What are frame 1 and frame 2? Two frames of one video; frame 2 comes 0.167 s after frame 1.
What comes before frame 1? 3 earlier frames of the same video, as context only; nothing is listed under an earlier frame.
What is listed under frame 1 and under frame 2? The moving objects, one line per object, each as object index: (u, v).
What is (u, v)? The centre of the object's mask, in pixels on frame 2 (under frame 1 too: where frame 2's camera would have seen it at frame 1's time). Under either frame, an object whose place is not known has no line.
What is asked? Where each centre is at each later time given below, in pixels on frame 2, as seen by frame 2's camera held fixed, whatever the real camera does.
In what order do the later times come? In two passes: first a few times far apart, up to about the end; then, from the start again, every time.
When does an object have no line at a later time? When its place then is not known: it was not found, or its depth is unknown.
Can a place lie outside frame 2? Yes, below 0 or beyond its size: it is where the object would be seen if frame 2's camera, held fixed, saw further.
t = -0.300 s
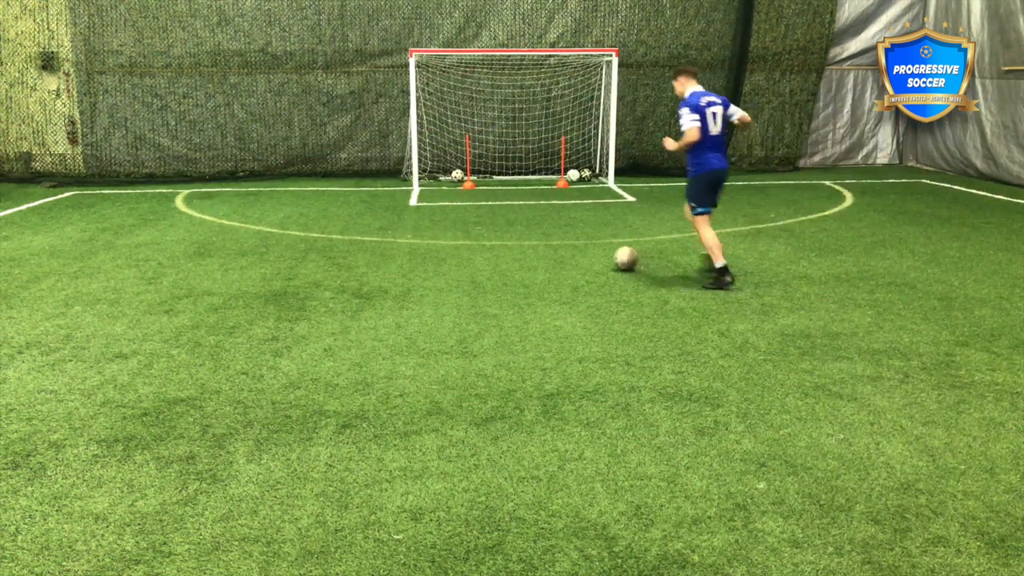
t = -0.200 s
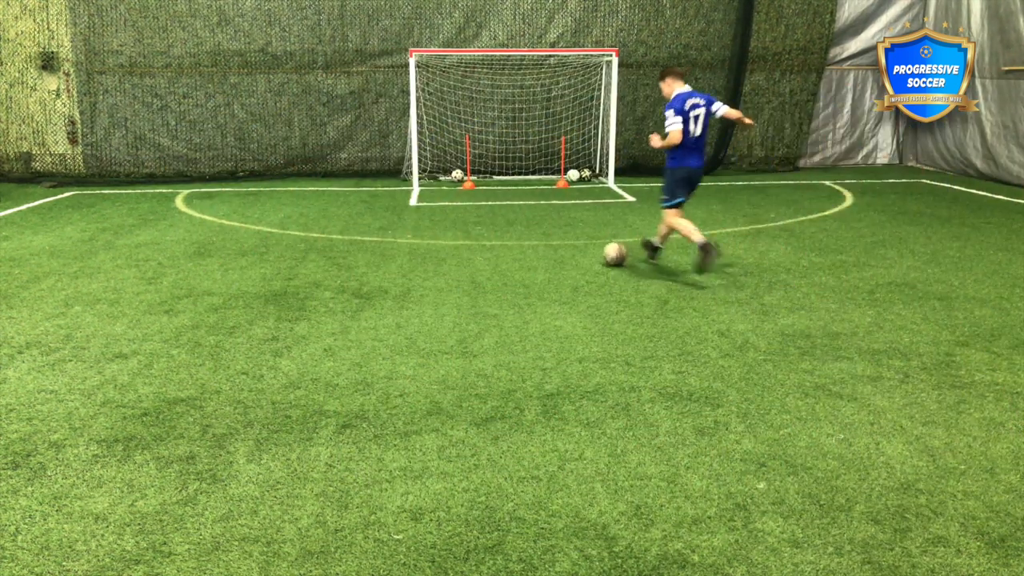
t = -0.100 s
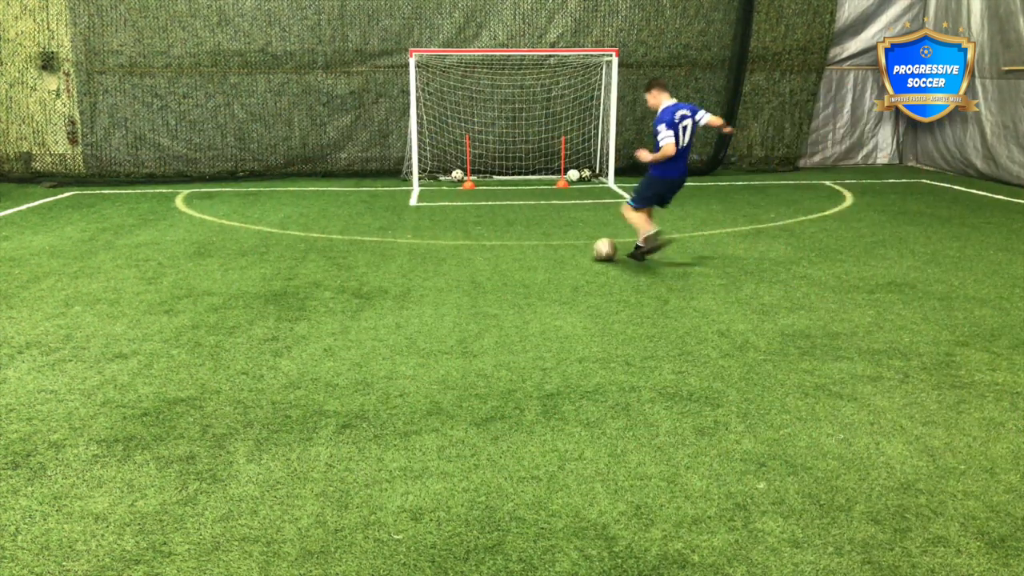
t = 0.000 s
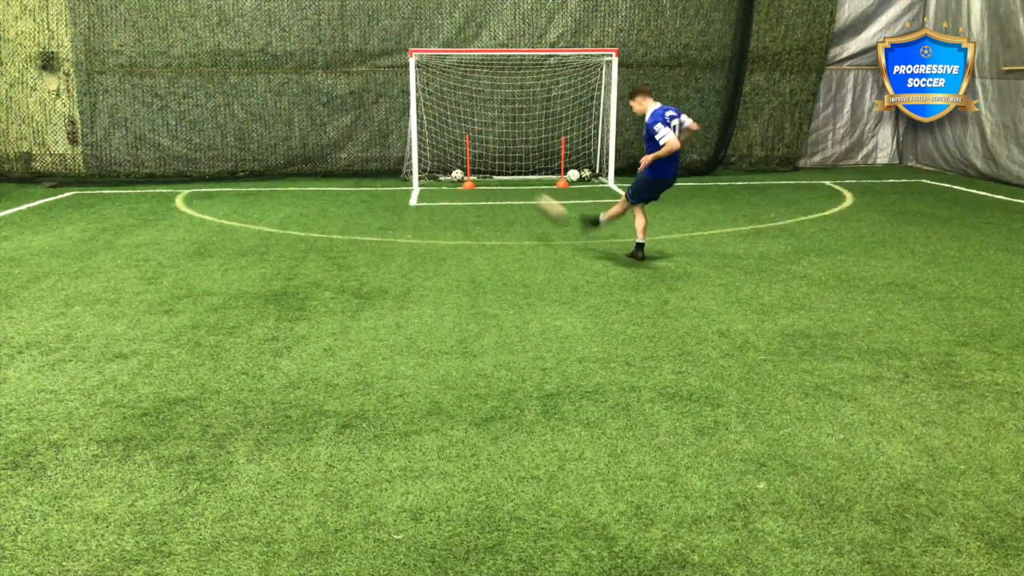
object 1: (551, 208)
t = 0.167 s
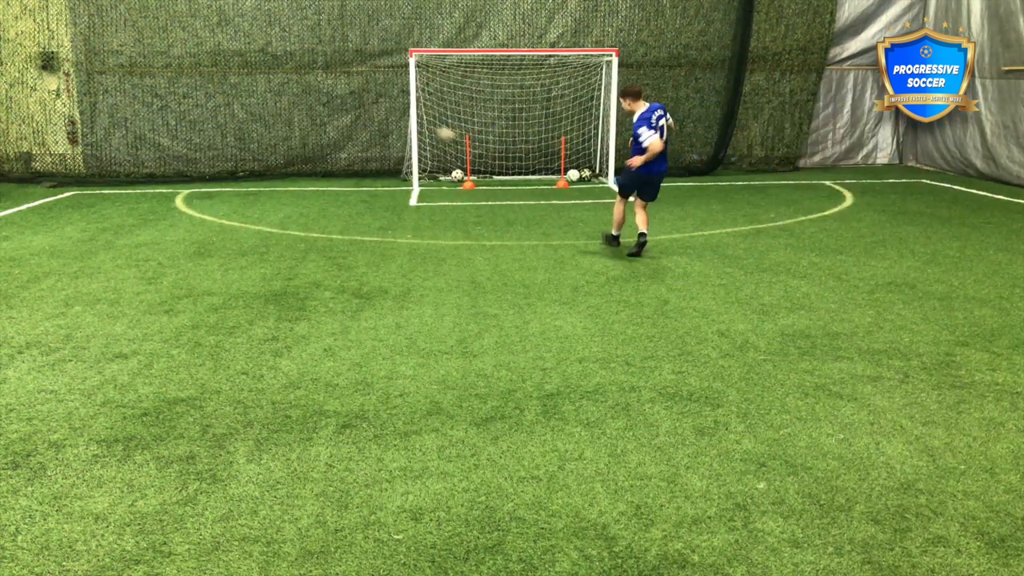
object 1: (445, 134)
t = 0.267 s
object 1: (403, 115)
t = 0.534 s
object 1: (234, 135)
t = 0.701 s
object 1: (68, 189)
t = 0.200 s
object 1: (430, 125)
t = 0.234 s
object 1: (417, 121)
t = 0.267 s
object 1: (403, 115)
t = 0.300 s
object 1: (387, 114)
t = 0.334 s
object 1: (368, 115)
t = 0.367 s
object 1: (351, 115)
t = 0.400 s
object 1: (329, 118)
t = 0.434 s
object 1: (309, 120)
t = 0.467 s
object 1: (286, 124)
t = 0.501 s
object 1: (261, 130)
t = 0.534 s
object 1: (234, 135)
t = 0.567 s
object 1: (206, 142)
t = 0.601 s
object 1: (175, 151)
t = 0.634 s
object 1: (142, 163)
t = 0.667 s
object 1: (105, 175)
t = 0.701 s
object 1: (68, 189)
